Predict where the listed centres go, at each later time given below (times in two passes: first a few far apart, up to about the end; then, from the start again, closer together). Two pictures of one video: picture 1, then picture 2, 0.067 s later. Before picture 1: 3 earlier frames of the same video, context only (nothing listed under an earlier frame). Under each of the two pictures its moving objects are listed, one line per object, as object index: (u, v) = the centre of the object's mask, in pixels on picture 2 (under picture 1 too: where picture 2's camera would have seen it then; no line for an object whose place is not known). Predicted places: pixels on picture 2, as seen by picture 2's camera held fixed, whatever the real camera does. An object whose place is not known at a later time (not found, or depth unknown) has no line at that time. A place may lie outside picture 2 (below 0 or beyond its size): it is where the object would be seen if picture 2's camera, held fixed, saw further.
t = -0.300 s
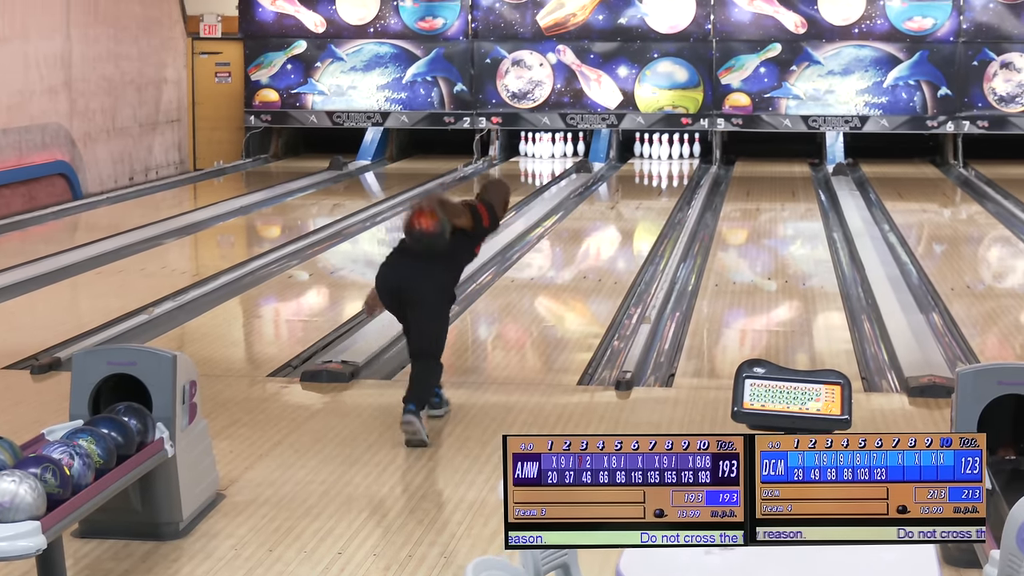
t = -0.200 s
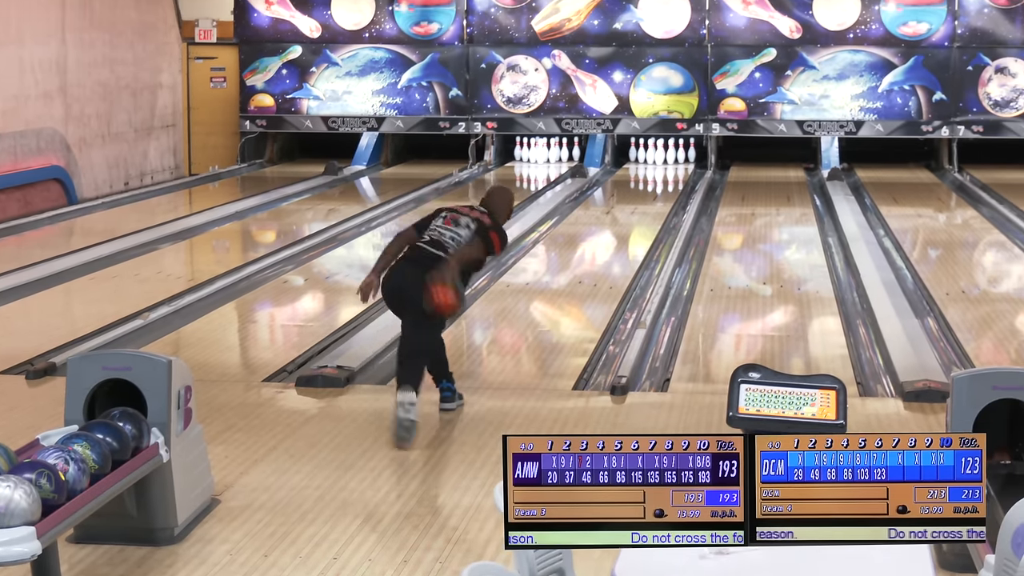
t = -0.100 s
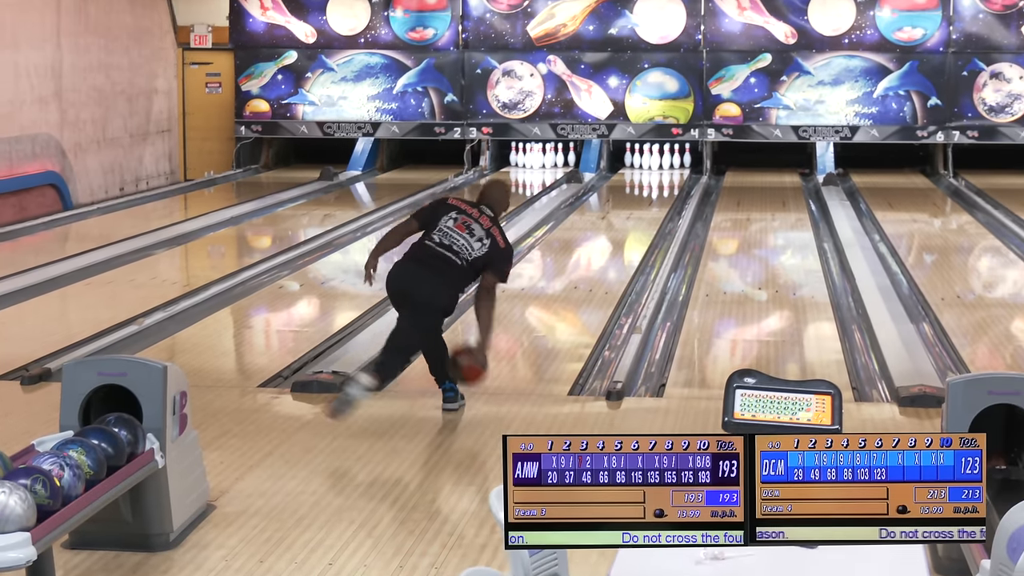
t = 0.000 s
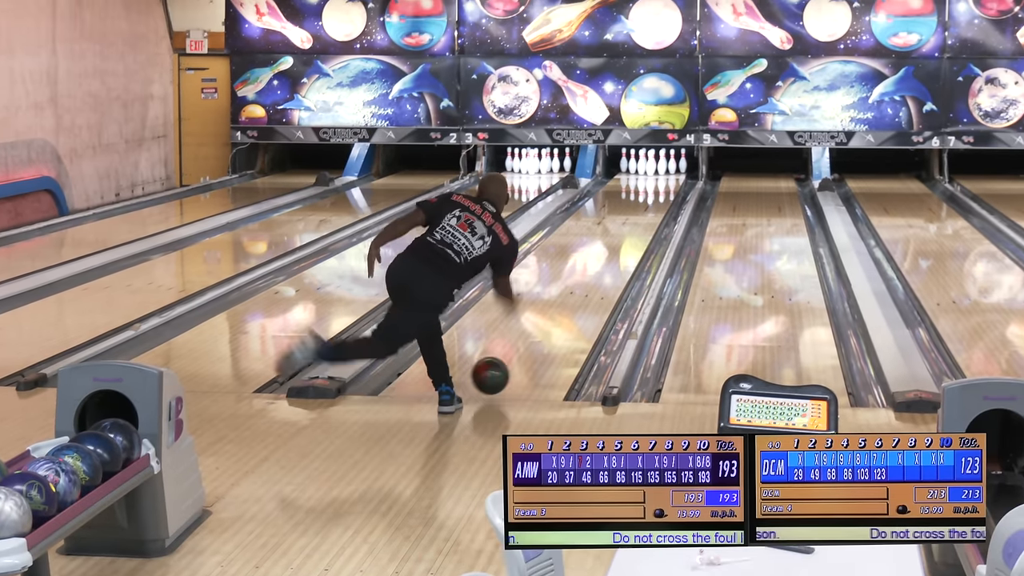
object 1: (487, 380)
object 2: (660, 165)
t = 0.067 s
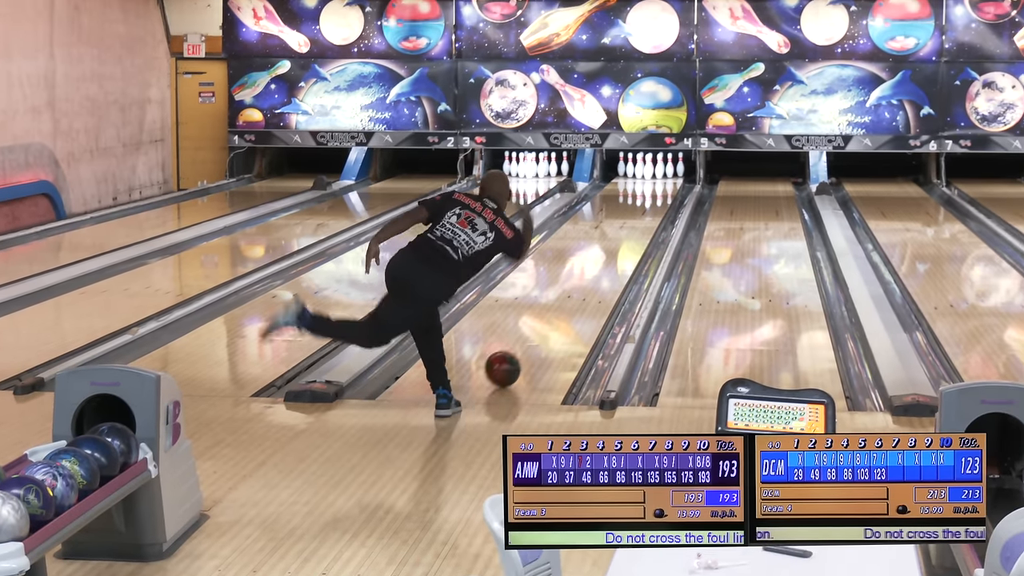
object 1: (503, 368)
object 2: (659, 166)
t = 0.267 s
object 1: (539, 329)
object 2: (658, 169)
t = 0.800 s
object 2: (653, 167)
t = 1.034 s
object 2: (658, 161)
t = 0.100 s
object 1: (510, 362)
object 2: (659, 167)
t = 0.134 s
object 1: (516, 354)
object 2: (659, 167)
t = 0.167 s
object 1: (522, 348)
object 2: (659, 168)
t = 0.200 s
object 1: (528, 341)
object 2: (659, 168)
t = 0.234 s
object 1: (533, 335)
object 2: (658, 168)
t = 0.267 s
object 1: (539, 329)
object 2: (658, 169)
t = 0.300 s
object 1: (544, 322)
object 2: (658, 169)
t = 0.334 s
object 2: (658, 170)
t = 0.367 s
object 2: (657, 171)
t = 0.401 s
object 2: (657, 171)
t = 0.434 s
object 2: (657, 172)
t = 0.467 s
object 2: (656, 173)
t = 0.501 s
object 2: (655, 173)
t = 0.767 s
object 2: (652, 163)
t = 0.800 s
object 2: (653, 167)
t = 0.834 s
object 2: (653, 166)
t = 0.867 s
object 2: (653, 166)
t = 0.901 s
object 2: (654, 164)
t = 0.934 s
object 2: (655, 163)
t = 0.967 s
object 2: (657, 164)
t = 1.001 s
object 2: (657, 163)
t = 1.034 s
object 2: (658, 161)
